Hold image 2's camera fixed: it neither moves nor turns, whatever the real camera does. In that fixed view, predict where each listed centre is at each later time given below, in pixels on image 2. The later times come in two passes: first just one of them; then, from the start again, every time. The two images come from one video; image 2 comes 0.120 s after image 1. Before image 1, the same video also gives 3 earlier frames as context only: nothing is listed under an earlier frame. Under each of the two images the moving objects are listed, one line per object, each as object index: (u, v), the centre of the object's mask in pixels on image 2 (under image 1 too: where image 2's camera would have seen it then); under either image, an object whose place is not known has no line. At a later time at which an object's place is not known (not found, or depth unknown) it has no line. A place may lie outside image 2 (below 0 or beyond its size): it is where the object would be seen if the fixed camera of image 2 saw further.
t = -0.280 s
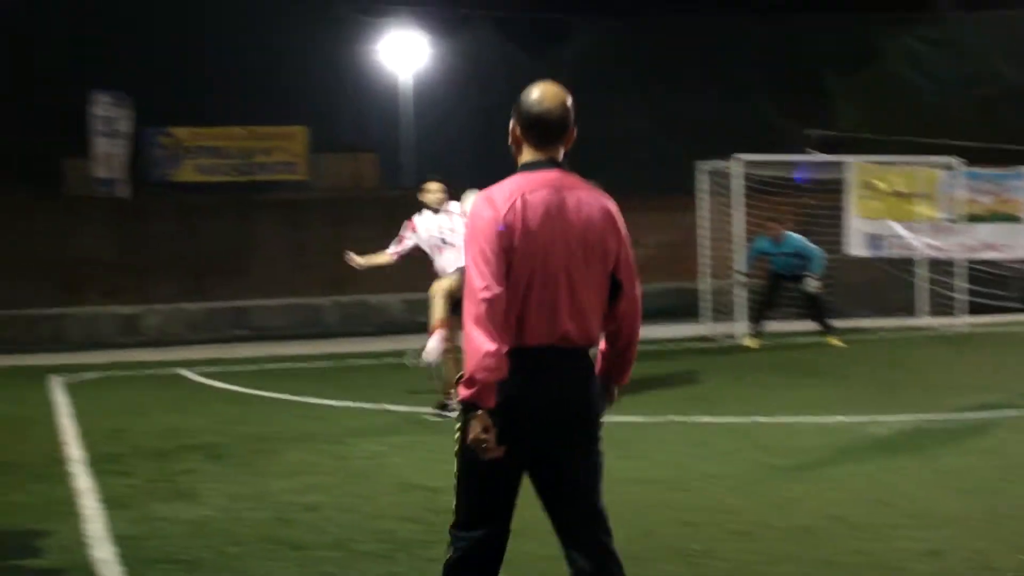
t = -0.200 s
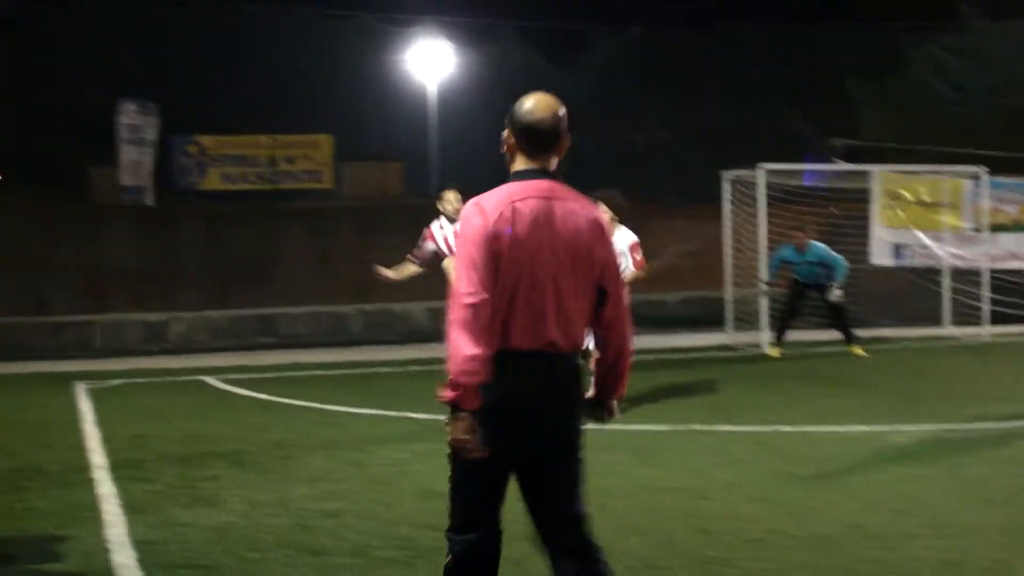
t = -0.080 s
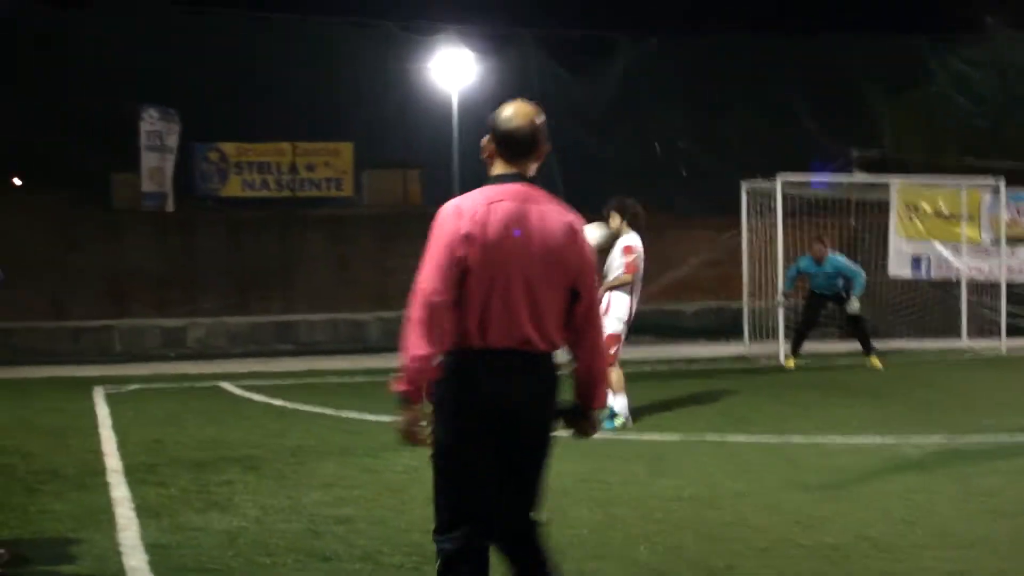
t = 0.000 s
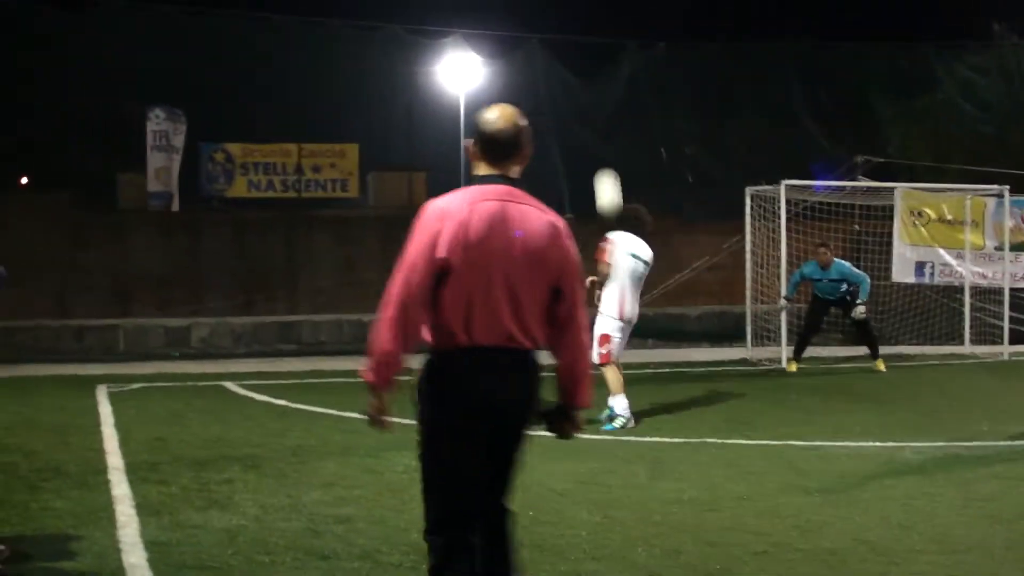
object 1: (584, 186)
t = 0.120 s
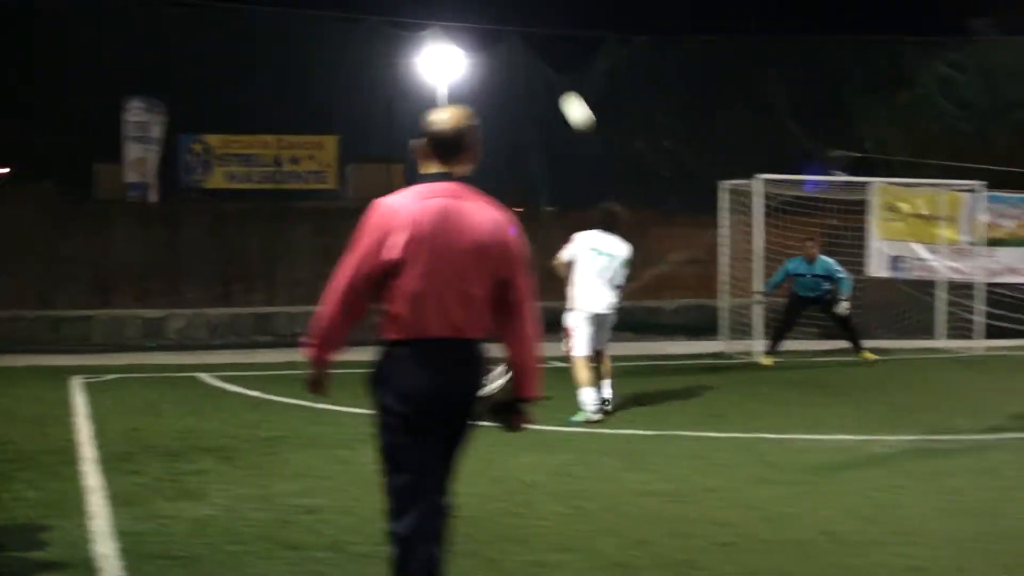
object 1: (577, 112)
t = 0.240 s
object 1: (568, 61)
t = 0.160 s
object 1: (574, 93)
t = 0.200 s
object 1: (571, 75)
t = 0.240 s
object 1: (568, 61)
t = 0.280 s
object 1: (565, 49)
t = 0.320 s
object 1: (561, 39)
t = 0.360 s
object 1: (559, 31)
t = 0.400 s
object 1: (554, 26)
